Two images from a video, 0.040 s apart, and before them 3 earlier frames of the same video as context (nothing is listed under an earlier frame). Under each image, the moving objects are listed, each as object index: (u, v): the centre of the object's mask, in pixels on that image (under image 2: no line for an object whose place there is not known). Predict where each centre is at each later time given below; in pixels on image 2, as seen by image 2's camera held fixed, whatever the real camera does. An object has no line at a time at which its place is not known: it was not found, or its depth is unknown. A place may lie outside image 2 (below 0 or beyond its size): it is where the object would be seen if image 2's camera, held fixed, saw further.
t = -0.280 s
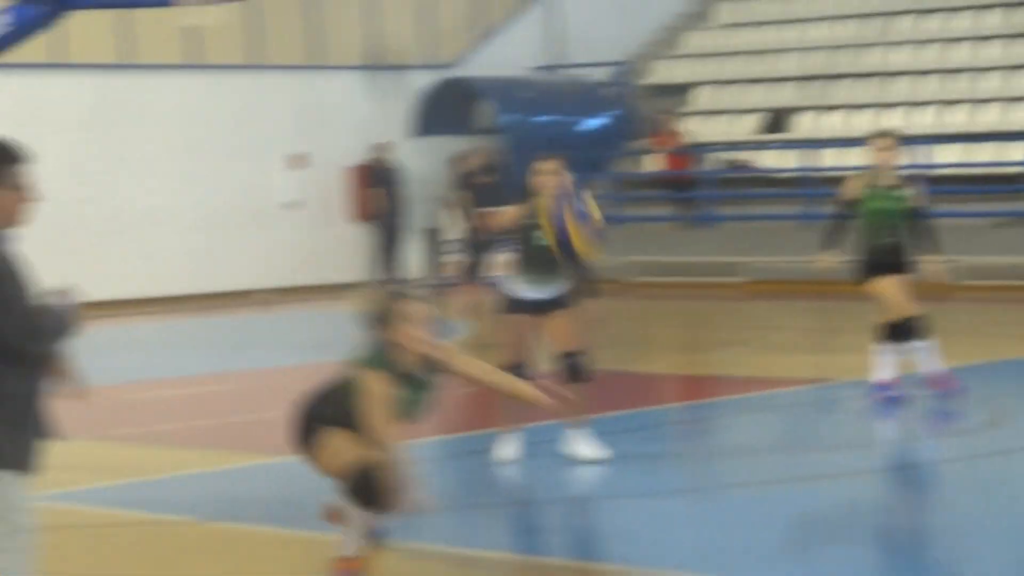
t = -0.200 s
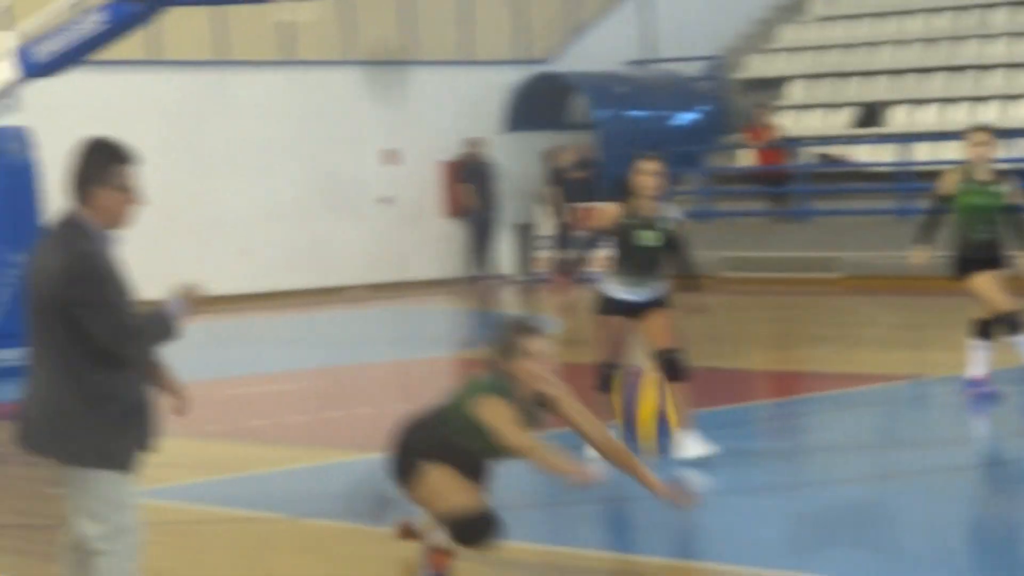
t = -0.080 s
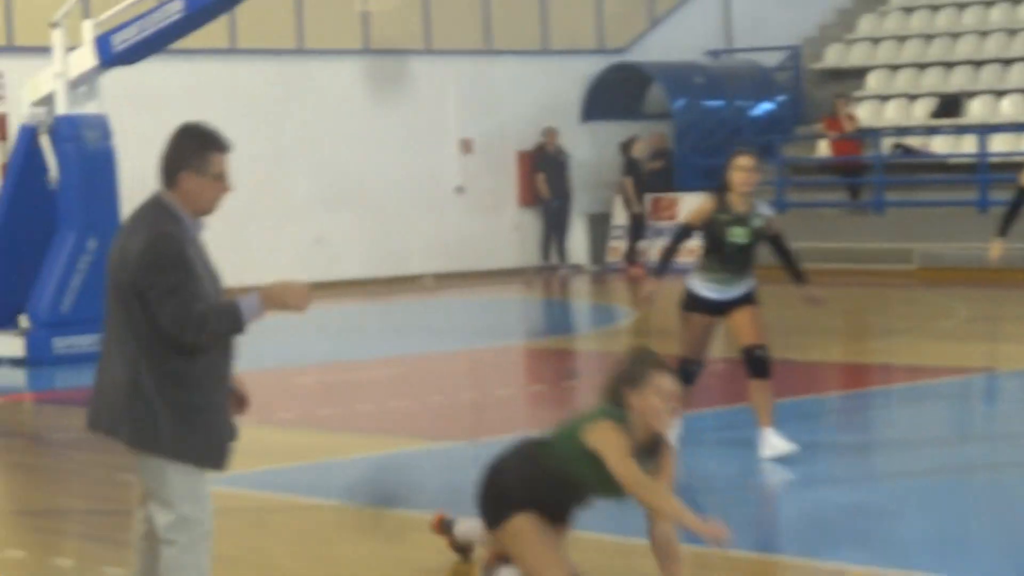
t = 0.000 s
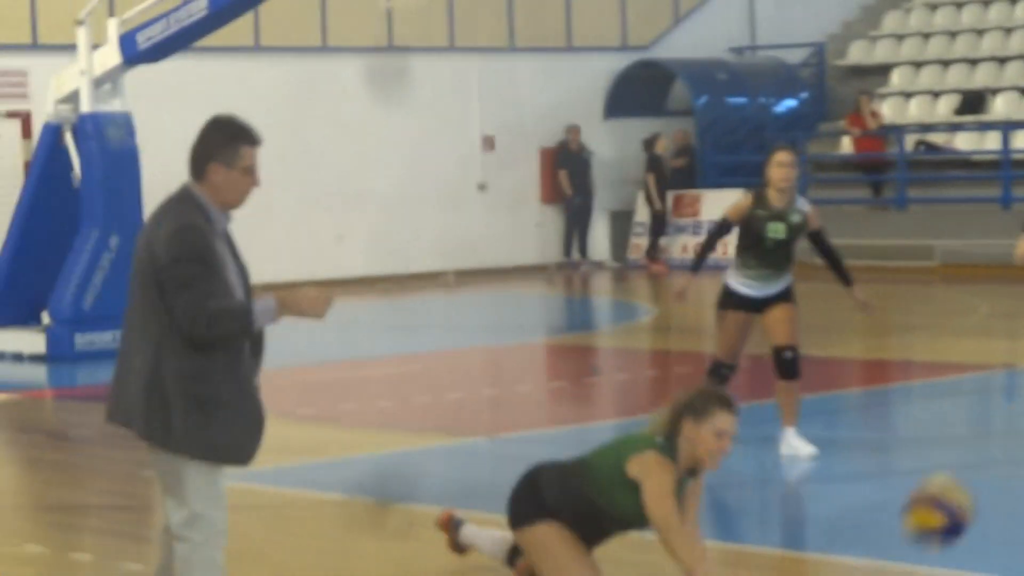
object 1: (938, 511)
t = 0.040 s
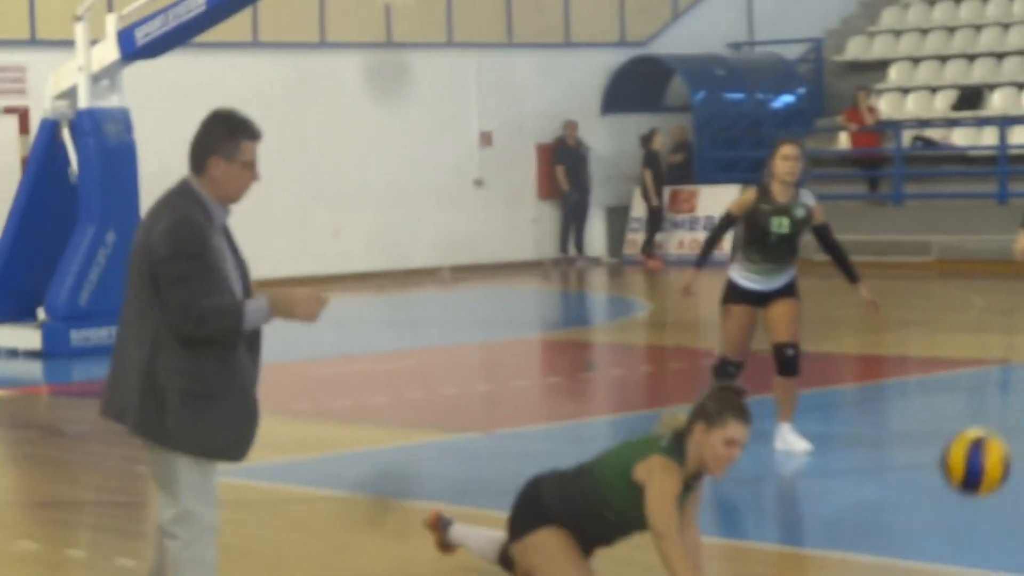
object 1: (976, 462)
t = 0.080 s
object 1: (1014, 426)
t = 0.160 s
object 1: (1103, 370)
